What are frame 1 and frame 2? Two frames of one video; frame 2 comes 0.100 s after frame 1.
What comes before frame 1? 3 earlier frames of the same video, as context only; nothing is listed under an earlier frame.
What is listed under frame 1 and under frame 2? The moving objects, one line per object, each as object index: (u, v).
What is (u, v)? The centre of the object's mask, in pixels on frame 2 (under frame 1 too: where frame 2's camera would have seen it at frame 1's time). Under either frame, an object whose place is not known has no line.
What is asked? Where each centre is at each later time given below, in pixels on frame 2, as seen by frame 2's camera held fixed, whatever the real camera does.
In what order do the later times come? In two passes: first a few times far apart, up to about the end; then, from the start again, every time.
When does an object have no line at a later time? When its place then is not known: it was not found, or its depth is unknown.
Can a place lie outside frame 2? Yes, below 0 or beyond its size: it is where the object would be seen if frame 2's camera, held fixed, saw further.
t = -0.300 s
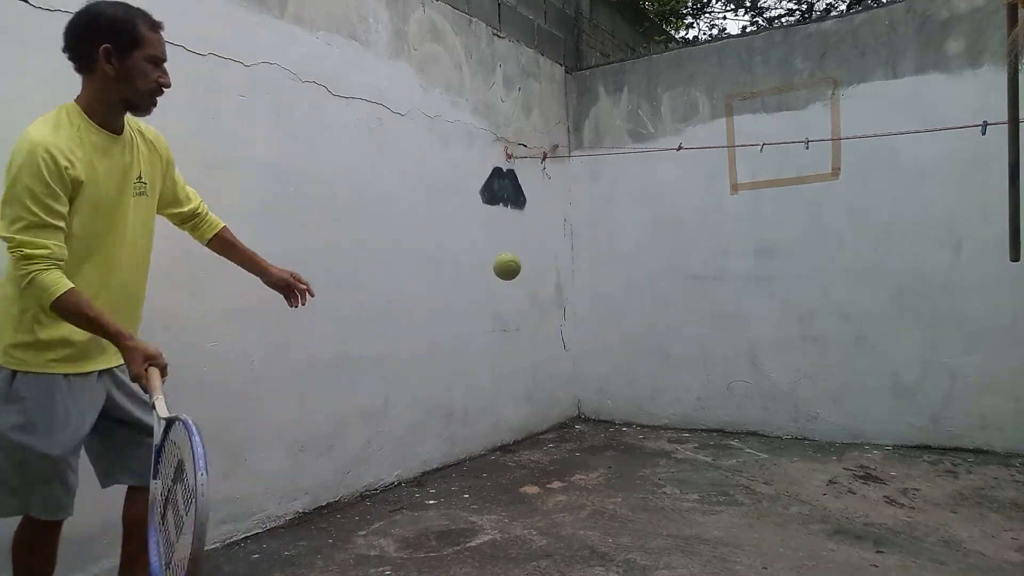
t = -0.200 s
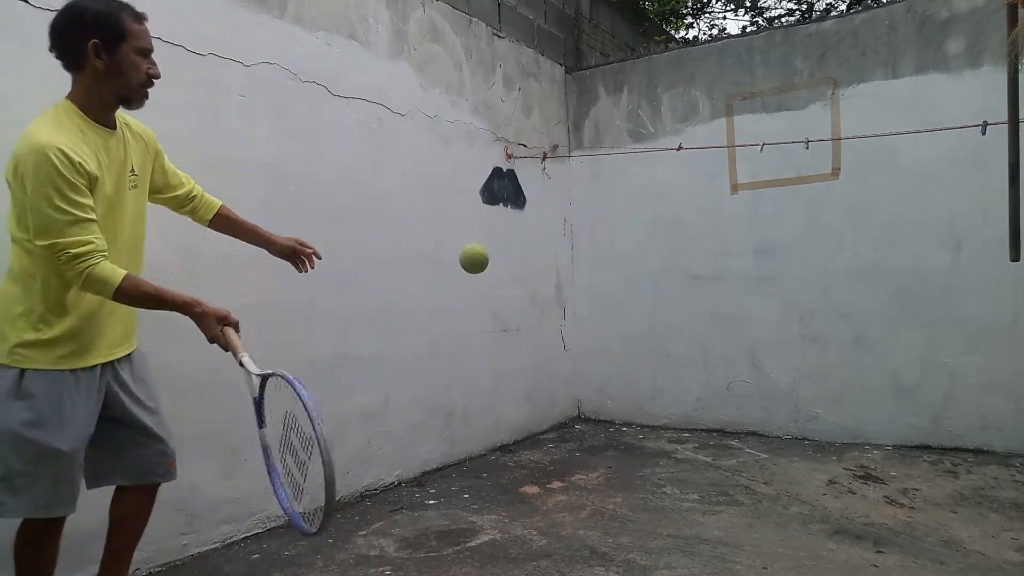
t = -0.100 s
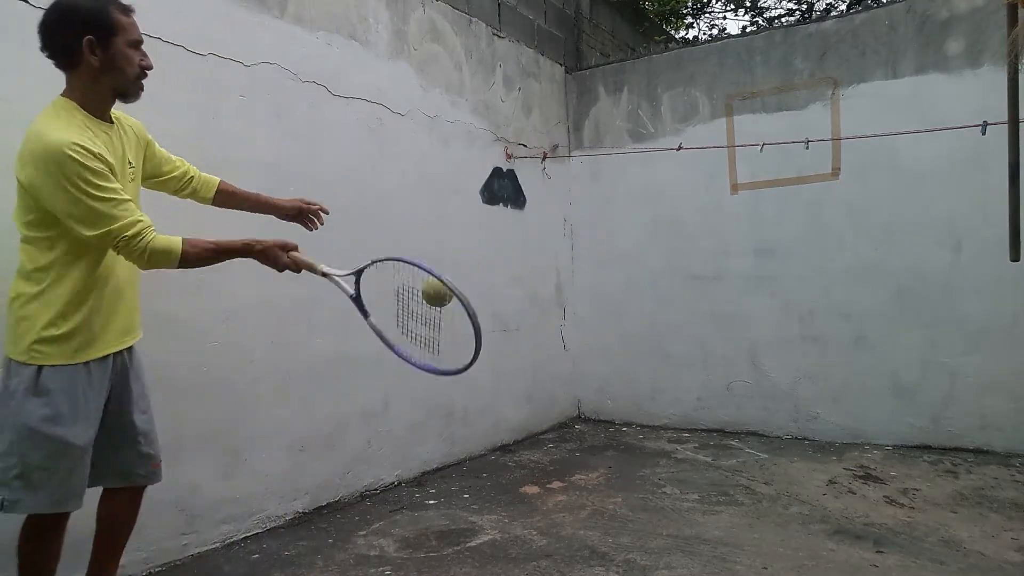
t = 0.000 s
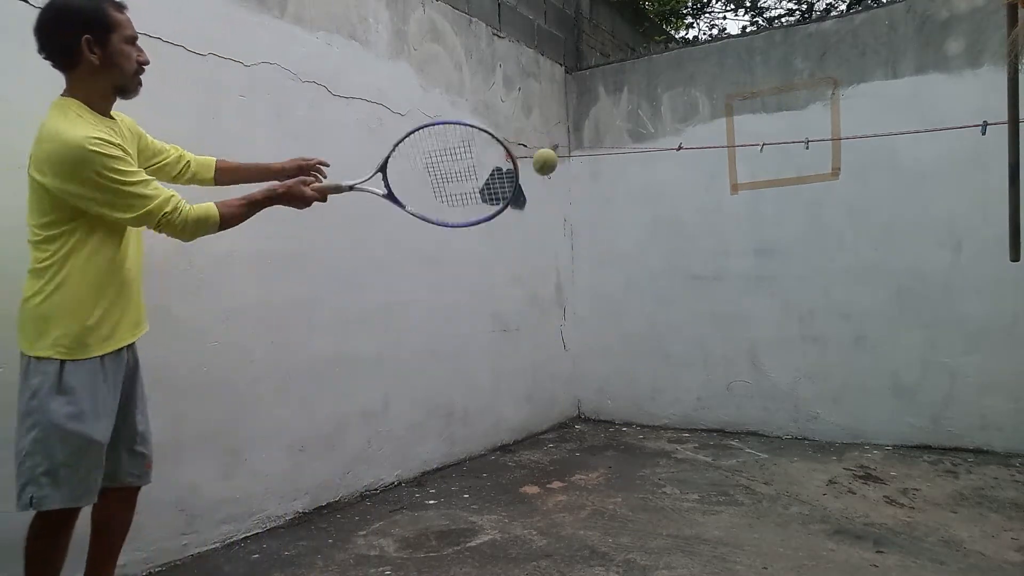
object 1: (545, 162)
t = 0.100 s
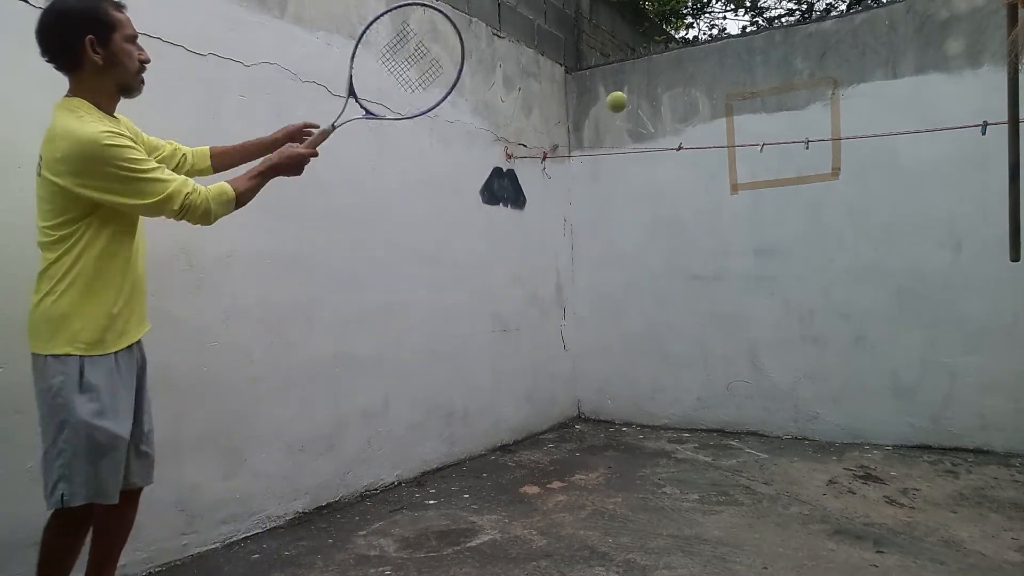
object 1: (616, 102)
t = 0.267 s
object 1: (690, 88)
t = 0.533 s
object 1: (731, 142)
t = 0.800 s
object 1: (671, 263)
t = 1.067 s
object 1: (589, 475)
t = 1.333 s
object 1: (483, 318)
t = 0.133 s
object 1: (634, 92)
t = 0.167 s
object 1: (651, 87)
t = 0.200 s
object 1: (665, 85)
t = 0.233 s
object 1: (678, 85)
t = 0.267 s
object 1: (690, 88)
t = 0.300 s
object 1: (701, 93)
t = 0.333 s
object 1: (710, 99)
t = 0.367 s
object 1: (719, 106)
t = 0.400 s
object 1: (728, 116)
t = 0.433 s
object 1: (738, 126)
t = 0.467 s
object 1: (743, 138)
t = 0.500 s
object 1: (738, 139)
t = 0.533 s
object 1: (731, 142)
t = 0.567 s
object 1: (724, 149)
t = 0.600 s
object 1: (717, 158)
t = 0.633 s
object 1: (710, 168)
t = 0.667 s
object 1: (703, 181)
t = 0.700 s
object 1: (695, 197)
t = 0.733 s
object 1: (687, 216)
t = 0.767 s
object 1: (679, 238)
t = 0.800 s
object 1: (671, 263)
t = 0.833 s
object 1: (662, 292)
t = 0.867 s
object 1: (653, 325)
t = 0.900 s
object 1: (643, 361)
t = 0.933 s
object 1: (633, 402)
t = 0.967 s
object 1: (623, 447)
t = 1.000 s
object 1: (612, 498)
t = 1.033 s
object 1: (601, 506)
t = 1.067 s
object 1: (589, 475)
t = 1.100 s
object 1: (577, 446)
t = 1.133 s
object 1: (565, 420)
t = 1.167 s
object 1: (553, 396)
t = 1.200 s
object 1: (540, 375)
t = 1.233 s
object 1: (526, 357)
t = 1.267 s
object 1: (513, 340)
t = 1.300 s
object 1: (499, 328)
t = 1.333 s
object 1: (483, 318)
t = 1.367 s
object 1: (468, 312)
